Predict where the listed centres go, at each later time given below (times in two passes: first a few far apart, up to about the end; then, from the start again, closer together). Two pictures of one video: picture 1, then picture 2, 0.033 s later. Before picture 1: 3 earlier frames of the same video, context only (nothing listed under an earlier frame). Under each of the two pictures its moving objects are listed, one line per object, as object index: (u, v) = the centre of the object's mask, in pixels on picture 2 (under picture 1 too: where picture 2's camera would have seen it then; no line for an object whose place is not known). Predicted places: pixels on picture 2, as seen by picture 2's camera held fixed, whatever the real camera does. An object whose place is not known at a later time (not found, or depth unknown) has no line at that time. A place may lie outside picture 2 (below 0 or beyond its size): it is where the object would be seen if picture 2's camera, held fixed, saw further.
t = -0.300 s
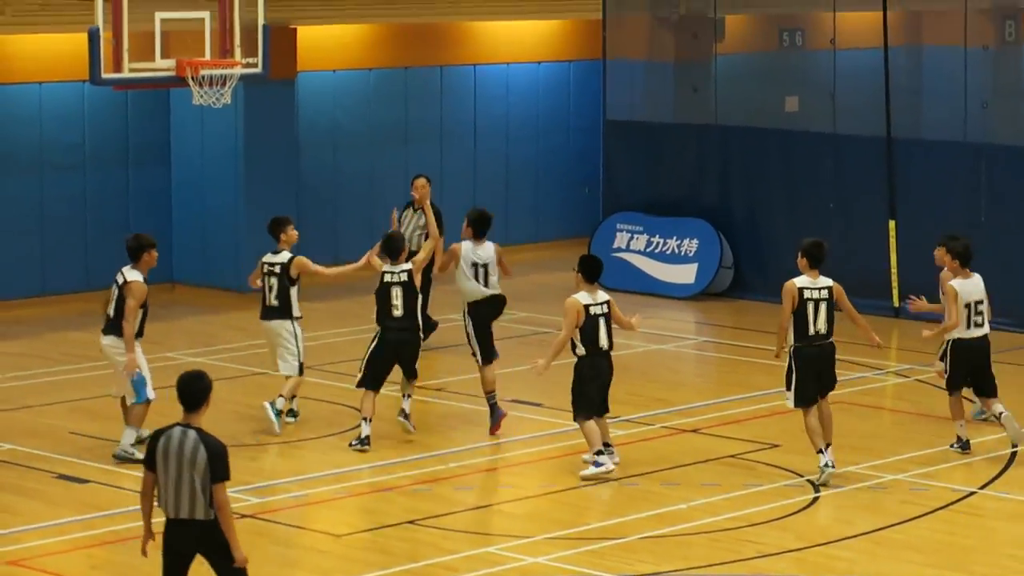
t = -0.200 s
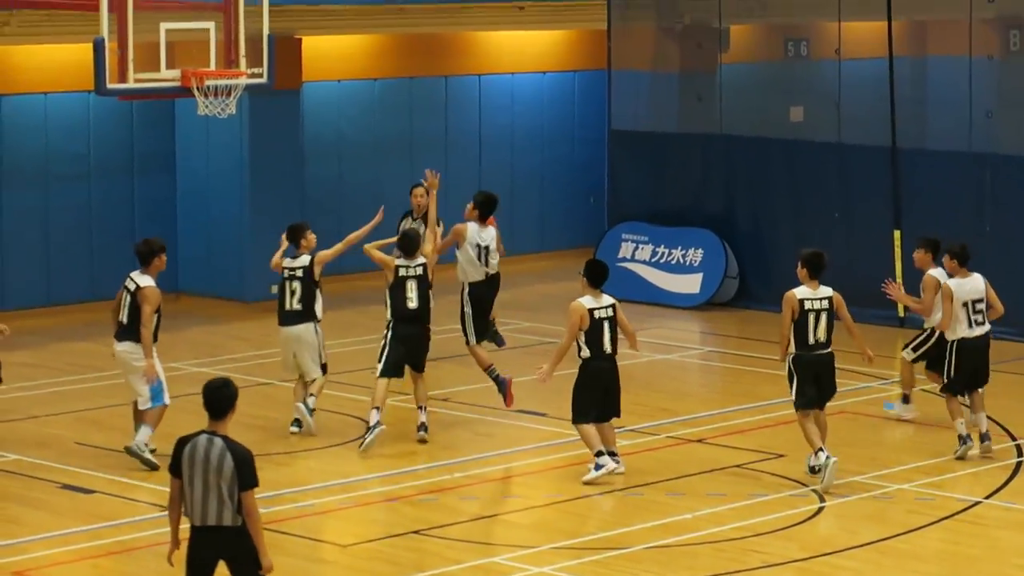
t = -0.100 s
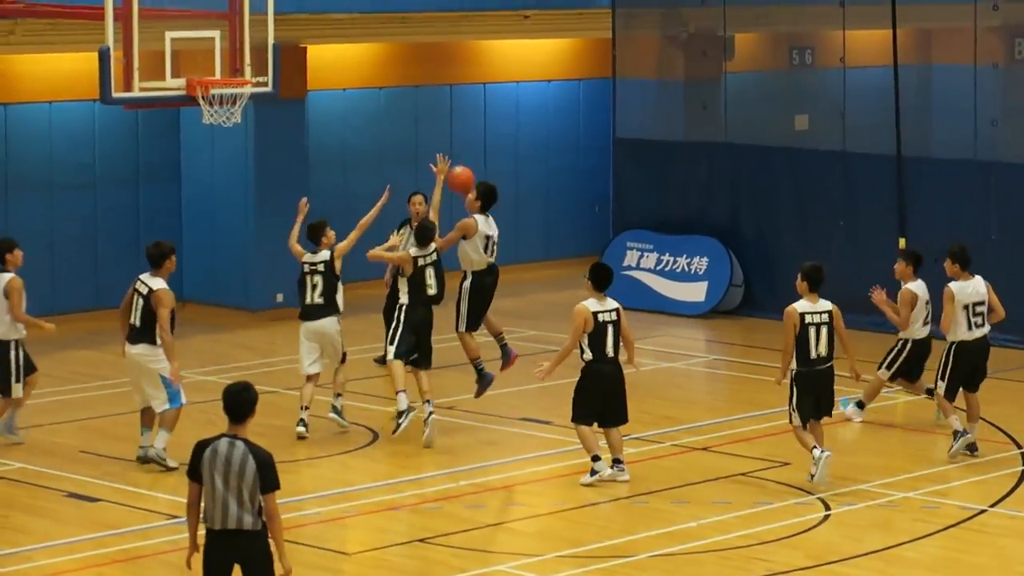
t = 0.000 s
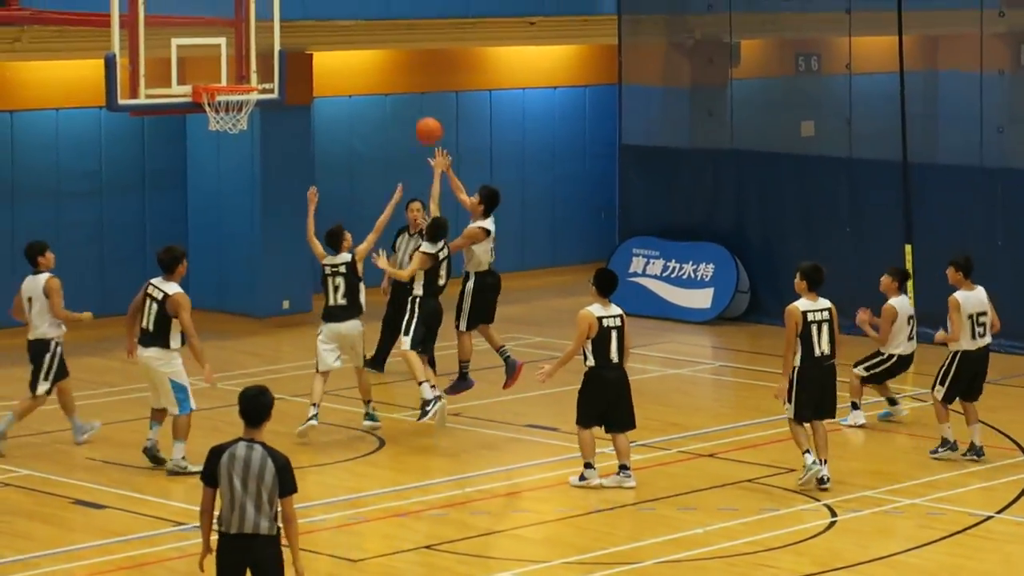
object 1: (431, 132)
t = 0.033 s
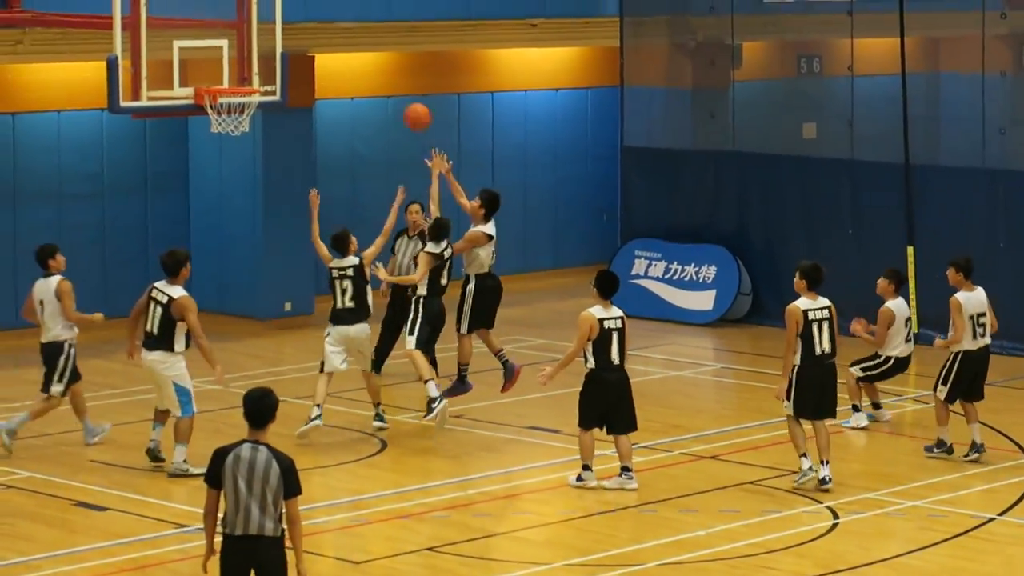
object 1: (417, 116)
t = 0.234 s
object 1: (338, 44)
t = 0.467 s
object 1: (261, 16)
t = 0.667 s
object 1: (255, 36)
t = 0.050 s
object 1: (411, 109)
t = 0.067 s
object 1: (404, 102)
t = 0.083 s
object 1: (399, 95)
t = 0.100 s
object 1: (391, 88)
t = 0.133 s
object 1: (378, 76)
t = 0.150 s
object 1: (371, 70)
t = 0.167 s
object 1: (365, 64)
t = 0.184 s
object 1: (358, 59)
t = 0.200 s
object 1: (351, 53)
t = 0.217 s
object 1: (345, 49)
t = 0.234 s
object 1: (338, 44)
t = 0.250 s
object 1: (332, 40)
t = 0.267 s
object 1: (325, 36)
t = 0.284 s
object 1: (319, 33)
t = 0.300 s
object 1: (312, 30)
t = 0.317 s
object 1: (305, 27)
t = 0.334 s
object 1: (299, 25)
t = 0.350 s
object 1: (293, 23)
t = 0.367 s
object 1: (287, 21)
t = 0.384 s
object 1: (280, 20)
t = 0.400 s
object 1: (274, 19)
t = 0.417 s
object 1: (266, 18)
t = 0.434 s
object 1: (261, 17)
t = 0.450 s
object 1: (262, 16)
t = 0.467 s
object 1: (261, 16)
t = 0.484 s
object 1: (260, 16)
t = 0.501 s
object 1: (260, 16)
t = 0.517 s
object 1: (259, 16)
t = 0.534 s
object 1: (259, 17)
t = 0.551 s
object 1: (258, 18)
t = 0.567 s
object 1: (258, 20)
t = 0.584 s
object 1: (257, 22)
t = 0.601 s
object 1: (257, 24)
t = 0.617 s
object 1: (257, 26)
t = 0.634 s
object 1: (256, 29)
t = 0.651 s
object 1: (255, 32)
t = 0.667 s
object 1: (255, 36)
